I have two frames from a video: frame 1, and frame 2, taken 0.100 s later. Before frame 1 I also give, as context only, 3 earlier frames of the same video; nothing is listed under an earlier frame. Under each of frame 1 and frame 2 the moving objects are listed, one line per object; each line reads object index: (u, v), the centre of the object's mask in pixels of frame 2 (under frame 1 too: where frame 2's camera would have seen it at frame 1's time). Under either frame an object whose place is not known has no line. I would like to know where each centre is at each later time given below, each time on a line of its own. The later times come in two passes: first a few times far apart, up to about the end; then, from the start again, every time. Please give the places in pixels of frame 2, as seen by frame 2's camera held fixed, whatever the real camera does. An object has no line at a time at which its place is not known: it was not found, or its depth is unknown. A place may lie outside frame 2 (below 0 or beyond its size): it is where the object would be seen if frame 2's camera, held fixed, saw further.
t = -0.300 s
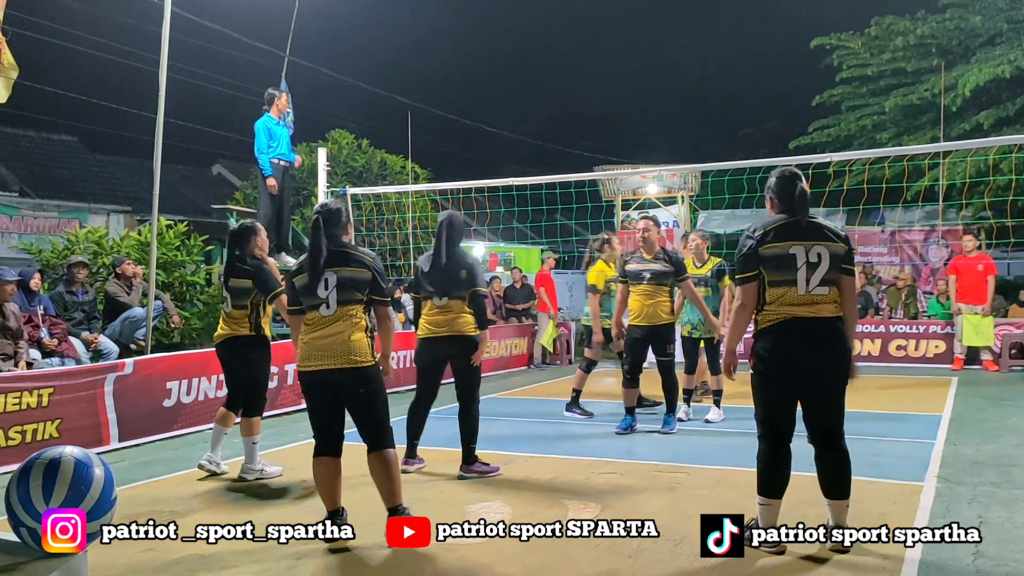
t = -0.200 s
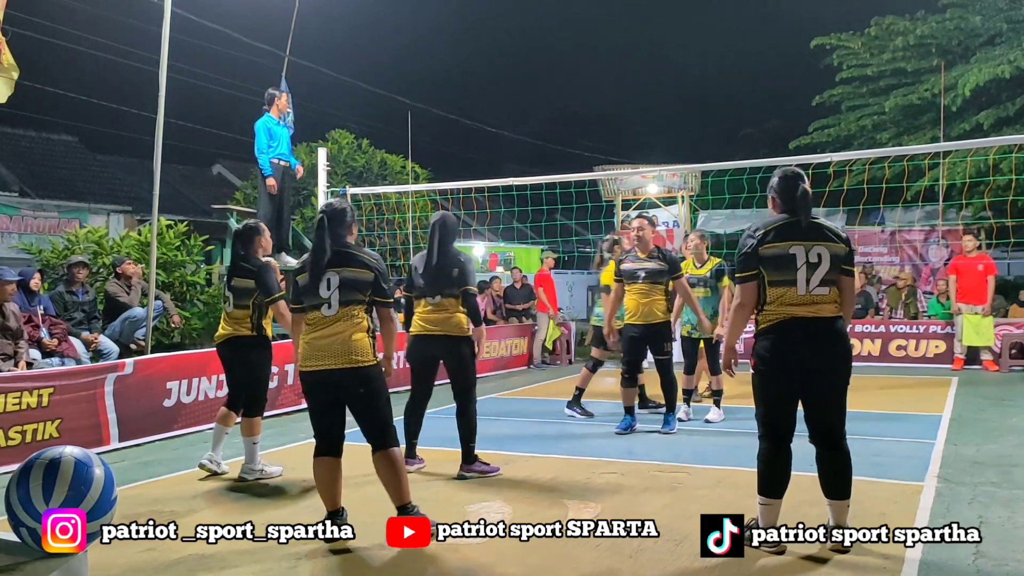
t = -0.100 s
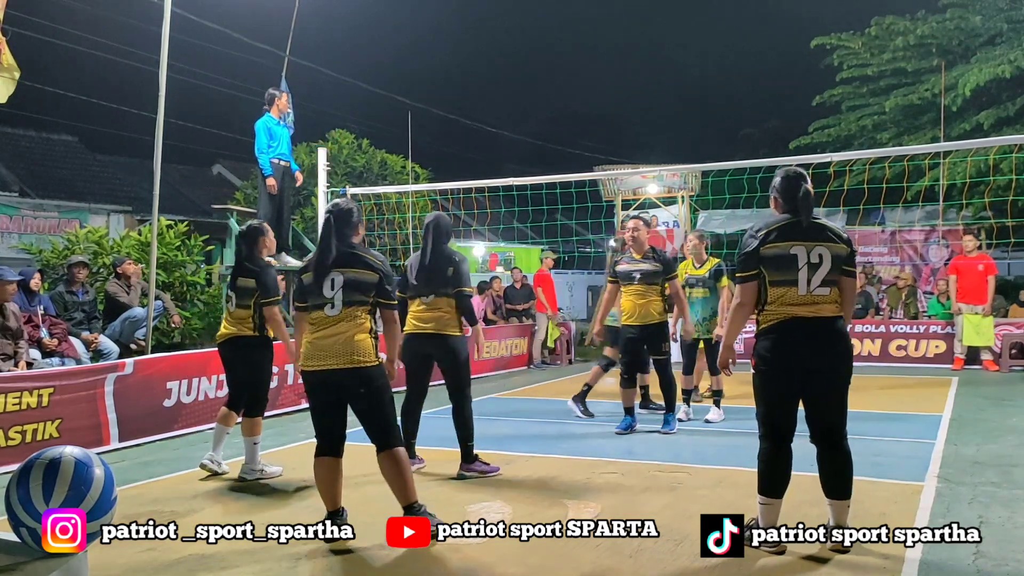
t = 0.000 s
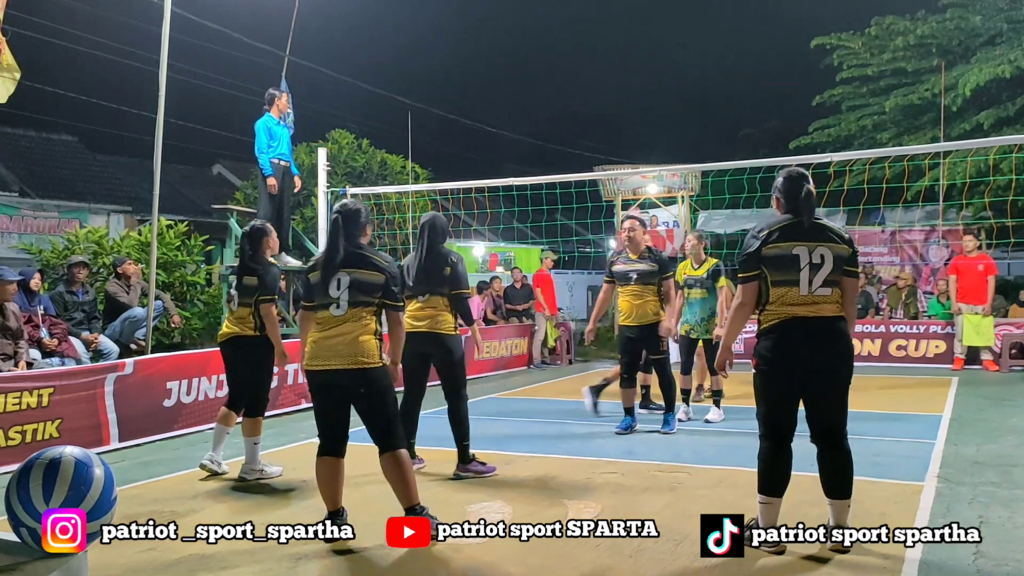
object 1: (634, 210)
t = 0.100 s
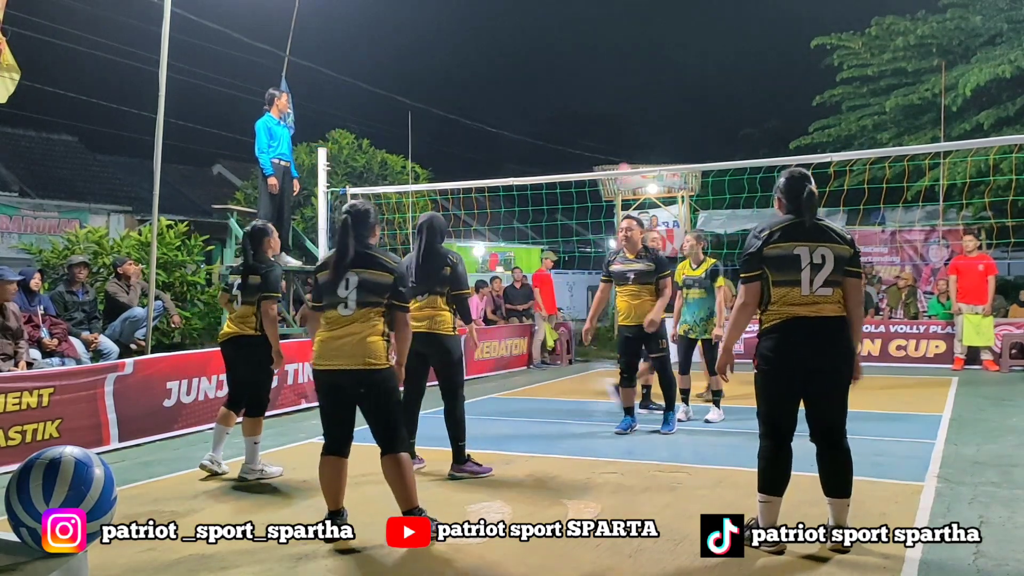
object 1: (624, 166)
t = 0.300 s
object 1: (602, 108)
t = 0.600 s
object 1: (558, 58)
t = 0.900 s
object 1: (506, 96)
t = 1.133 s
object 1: (458, 206)
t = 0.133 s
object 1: (621, 160)
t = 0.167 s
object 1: (617, 150)
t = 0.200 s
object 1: (614, 138)
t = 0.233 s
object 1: (610, 128)
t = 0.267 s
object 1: (606, 118)
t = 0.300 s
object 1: (602, 108)
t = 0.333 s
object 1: (597, 99)
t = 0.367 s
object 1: (592, 91)
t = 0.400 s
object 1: (588, 83)
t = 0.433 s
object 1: (583, 77)
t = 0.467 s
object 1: (578, 71)
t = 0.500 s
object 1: (573, 66)
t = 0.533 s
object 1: (568, 63)
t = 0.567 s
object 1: (563, 60)
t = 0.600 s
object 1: (558, 58)
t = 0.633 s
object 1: (552, 57)
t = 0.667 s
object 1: (546, 57)
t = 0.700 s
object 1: (541, 59)
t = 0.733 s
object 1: (535, 62)
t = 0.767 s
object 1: (530, 66)
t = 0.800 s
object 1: (524, 71)
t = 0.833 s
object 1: (518, 78)
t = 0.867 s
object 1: (512, 86)
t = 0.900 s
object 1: (506, 96)
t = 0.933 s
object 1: (499, 107)
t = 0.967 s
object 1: (493, 119)
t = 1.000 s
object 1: (486, 133)
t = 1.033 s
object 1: (479, 149)
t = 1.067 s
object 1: (473, 164)
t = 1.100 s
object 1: (465, 185)
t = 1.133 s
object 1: (458, 206)
